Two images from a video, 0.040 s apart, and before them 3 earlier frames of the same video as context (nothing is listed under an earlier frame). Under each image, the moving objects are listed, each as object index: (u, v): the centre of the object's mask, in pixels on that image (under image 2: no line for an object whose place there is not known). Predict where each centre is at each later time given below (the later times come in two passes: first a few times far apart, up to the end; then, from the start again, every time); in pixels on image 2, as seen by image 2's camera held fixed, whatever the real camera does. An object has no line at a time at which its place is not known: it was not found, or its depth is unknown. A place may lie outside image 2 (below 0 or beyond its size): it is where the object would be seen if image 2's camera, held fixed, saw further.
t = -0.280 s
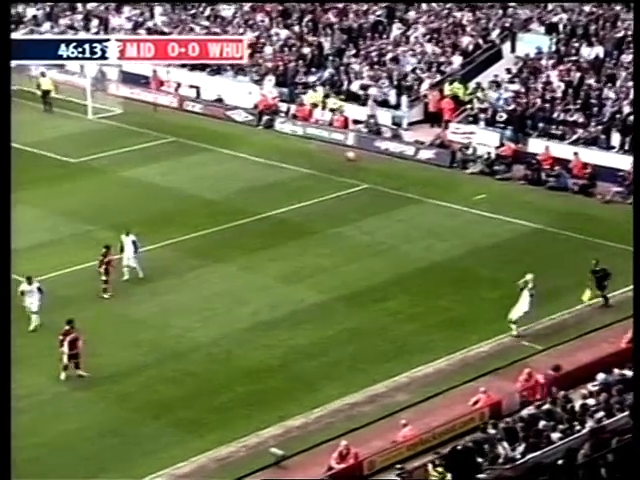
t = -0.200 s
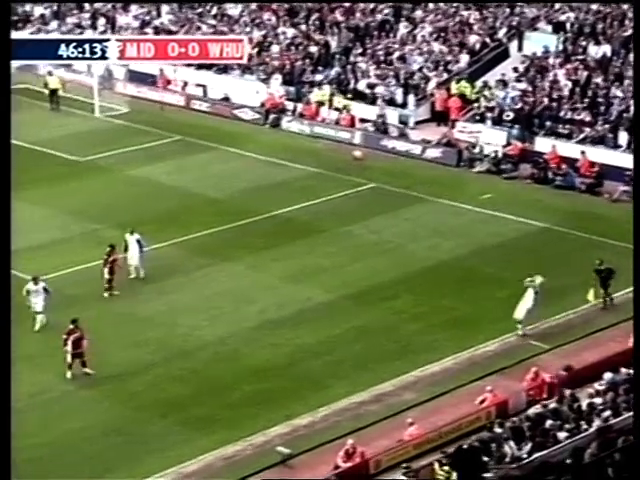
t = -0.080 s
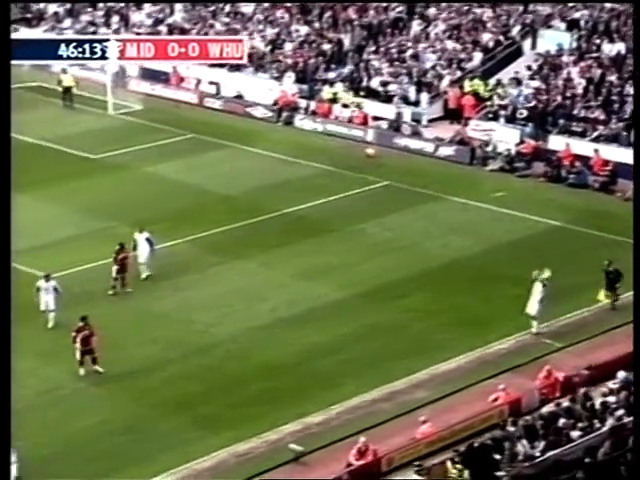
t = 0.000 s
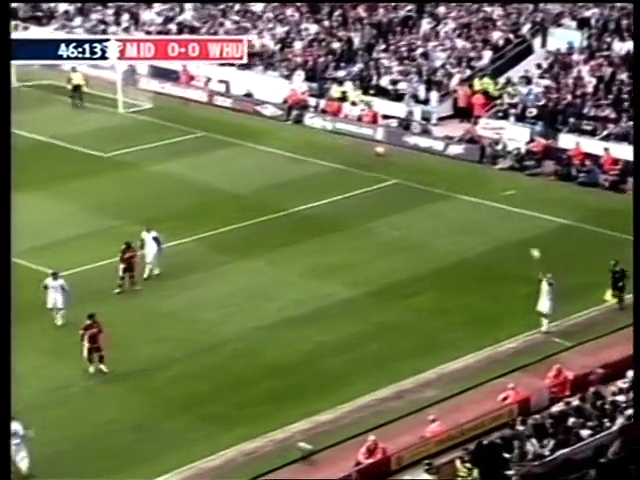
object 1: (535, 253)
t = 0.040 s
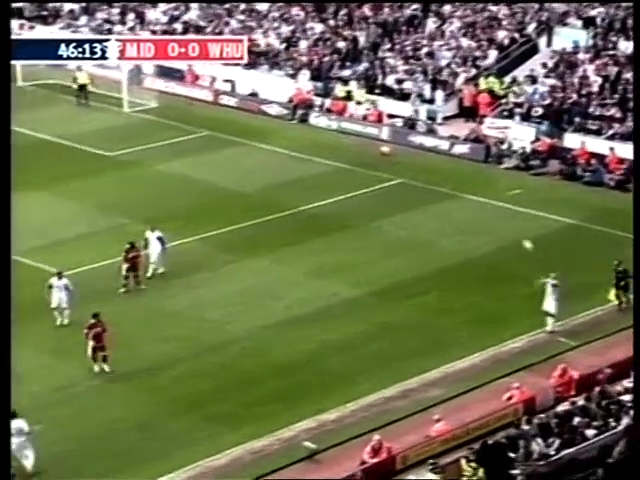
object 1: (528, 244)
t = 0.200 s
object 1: (473, 217)
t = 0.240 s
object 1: (461, 210)
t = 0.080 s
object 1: (515, 236)
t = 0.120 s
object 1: (500, 229)
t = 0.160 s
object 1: (486, 222)
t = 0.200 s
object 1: (473, 217)
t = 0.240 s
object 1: (461, 210)
